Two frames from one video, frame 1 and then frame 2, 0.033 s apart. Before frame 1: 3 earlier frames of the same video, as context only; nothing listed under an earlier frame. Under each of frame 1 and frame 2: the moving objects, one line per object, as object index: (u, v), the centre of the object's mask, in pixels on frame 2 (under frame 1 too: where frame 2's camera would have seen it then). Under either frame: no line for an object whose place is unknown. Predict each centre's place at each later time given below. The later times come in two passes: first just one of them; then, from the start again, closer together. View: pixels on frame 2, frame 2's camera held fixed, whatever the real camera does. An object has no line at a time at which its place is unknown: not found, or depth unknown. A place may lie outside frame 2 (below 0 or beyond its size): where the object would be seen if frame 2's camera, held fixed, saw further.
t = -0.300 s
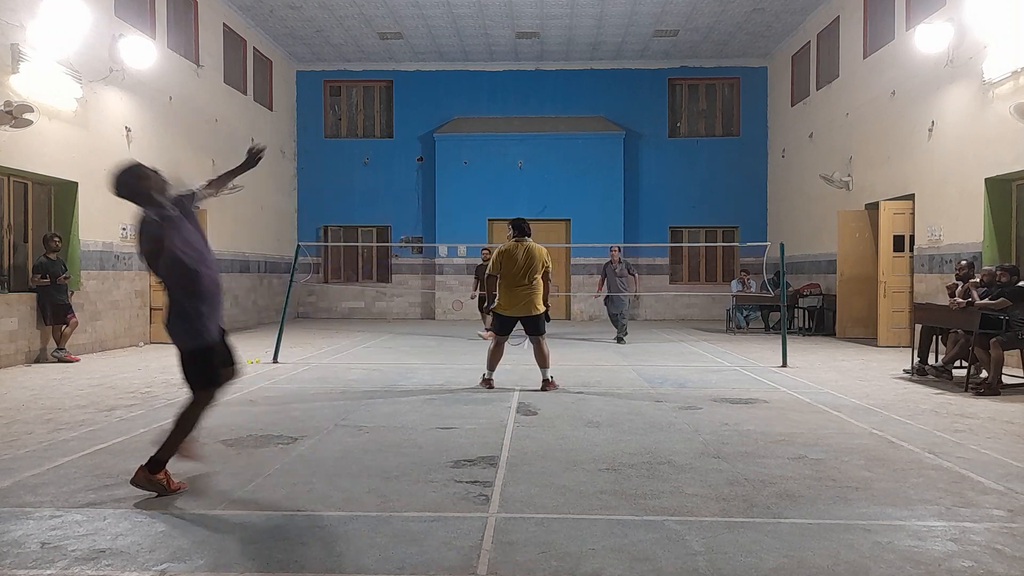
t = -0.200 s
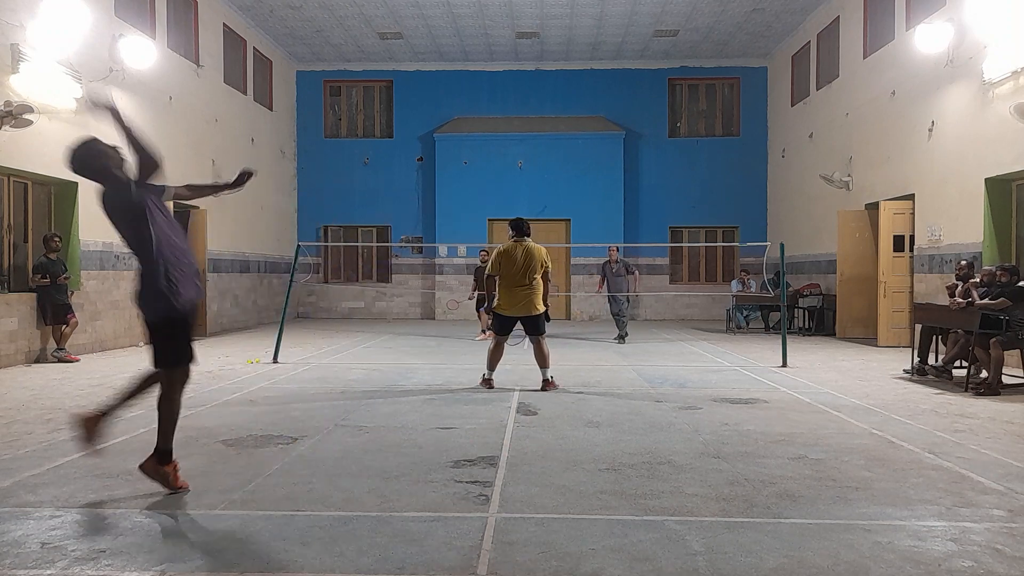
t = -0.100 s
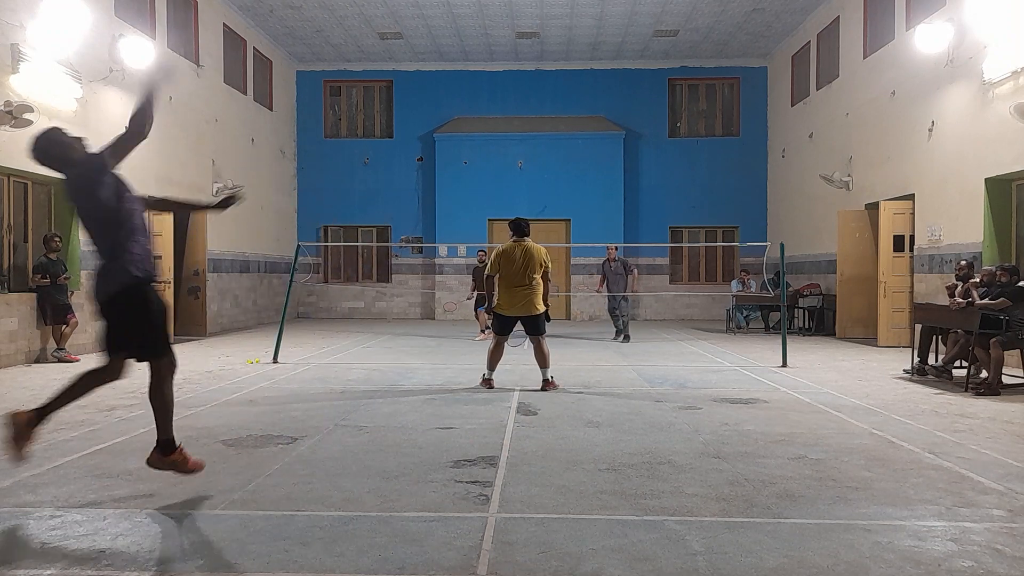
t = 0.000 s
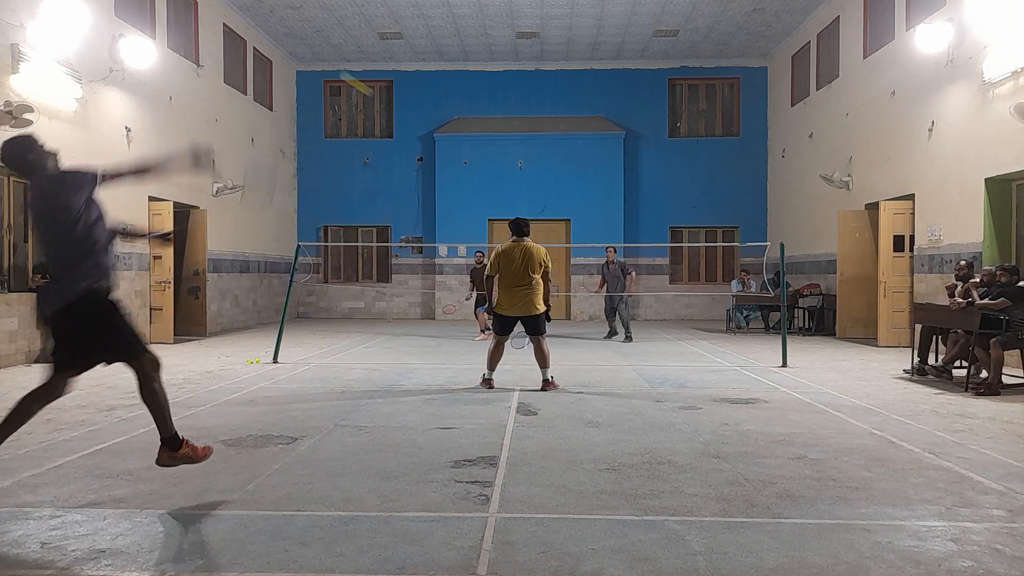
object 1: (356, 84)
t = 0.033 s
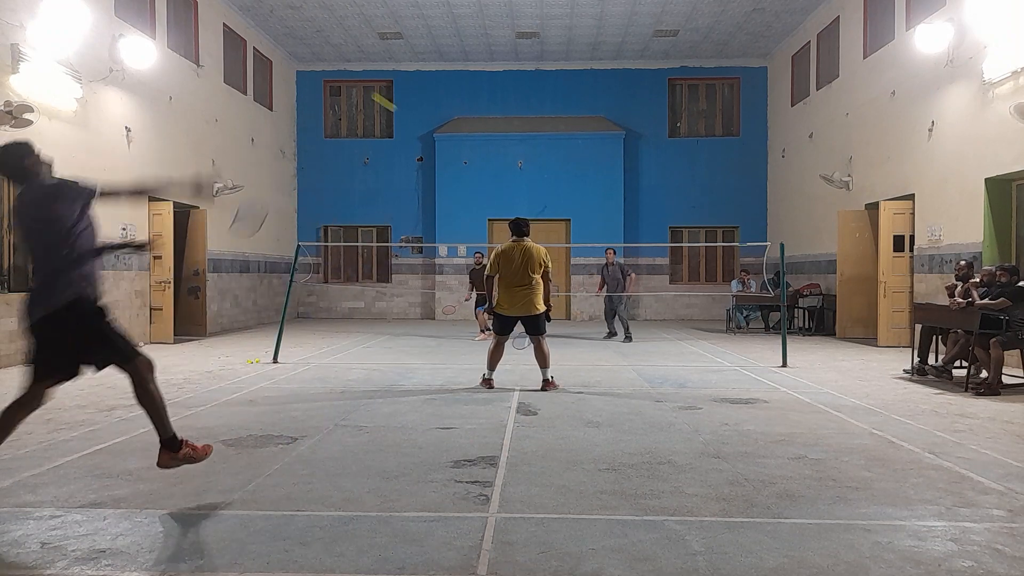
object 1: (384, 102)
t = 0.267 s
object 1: (467, 172)
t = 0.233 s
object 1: (460, 164)
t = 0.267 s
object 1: (467, 172)
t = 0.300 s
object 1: (473, 181)
